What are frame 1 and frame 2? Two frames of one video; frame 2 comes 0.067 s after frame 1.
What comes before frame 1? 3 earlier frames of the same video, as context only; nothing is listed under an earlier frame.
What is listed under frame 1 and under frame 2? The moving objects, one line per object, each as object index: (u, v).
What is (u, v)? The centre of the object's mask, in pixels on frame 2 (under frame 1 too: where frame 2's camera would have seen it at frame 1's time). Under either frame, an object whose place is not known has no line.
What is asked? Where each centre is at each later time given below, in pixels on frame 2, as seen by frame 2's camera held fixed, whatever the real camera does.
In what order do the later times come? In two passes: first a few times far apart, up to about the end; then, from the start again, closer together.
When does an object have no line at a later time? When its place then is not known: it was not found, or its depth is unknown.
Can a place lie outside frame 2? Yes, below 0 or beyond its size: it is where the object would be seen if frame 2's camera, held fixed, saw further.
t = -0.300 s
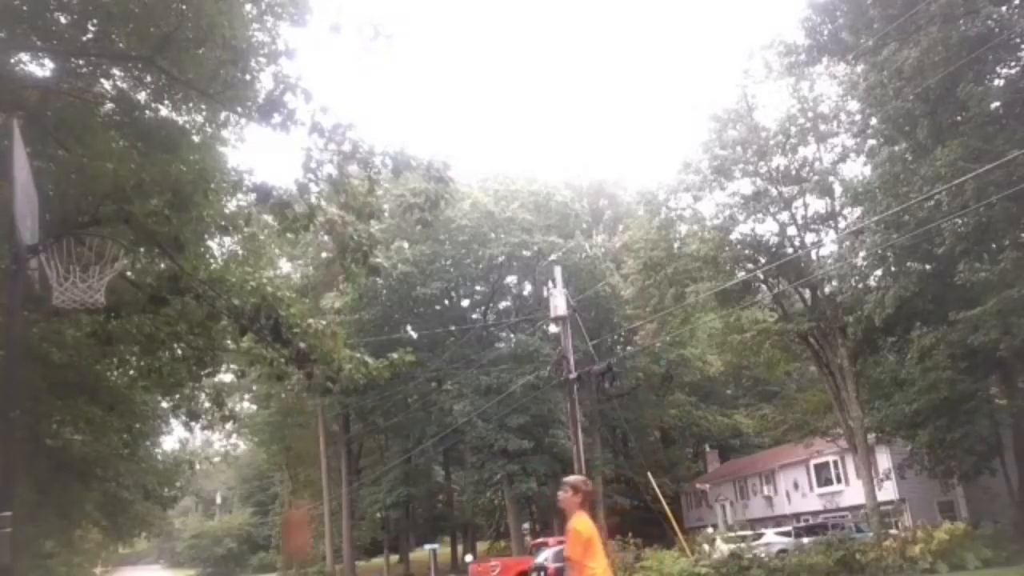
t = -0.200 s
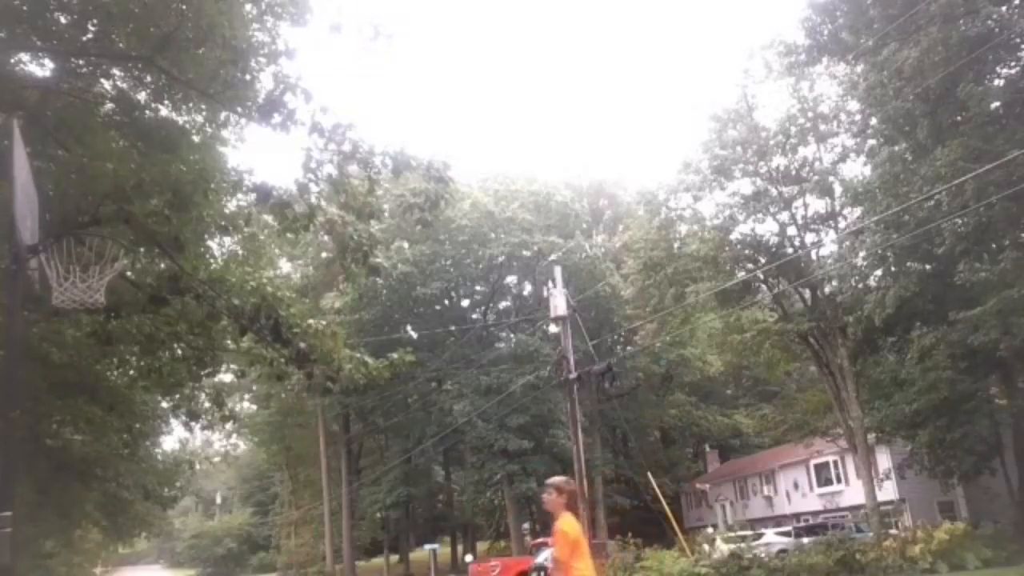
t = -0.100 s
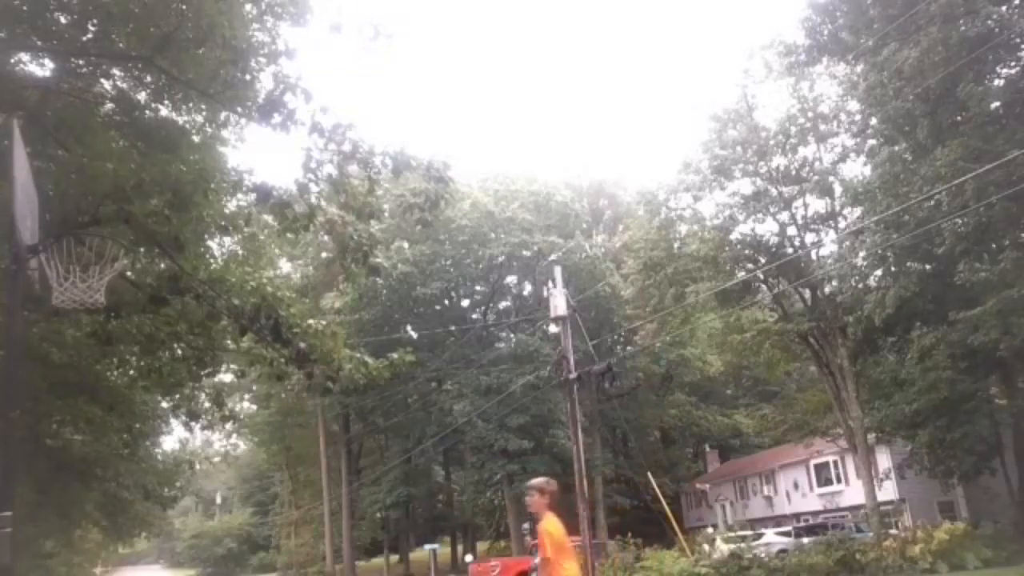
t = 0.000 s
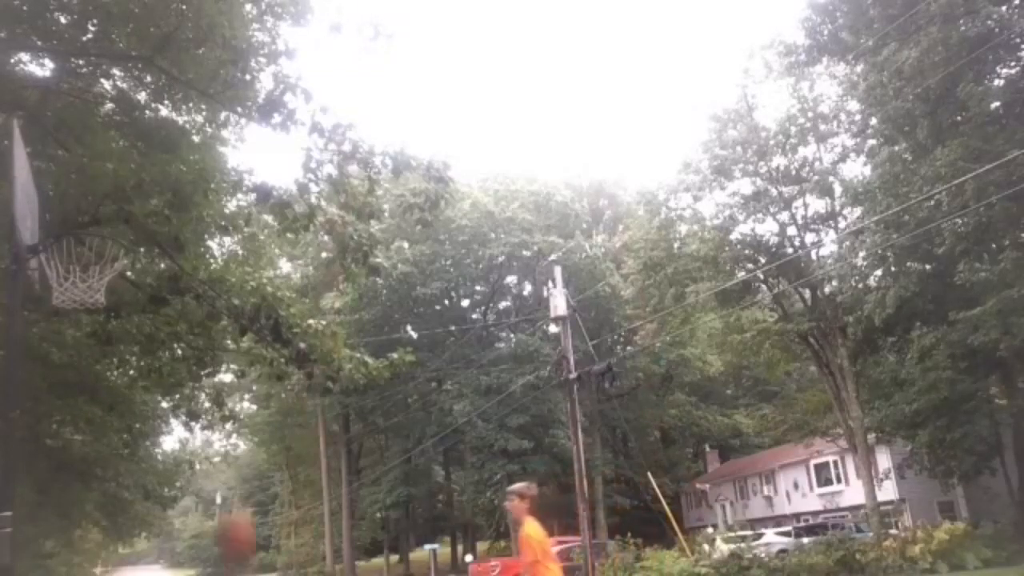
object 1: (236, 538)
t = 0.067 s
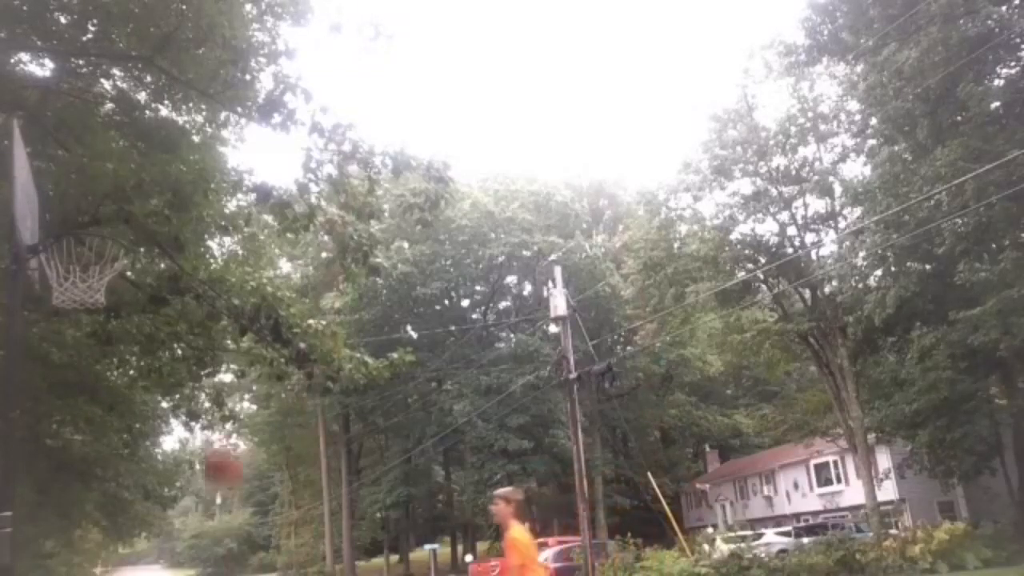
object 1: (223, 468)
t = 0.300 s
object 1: (177, 288)
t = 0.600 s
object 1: (114, 202)
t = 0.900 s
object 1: (59, 228)
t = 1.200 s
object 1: (108, 230)
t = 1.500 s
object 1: (70, 278)
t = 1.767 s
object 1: (56, 370)
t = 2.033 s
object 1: (35, 562)
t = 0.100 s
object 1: (215, 428)
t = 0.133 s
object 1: (209, 401)
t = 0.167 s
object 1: (200, 373)
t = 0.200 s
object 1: (197, 348)
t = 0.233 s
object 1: (193, 326)
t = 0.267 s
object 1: (184, 306)
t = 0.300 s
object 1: (177, 288)
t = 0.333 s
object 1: (172, 274)
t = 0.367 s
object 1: (167, 266)
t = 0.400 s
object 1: (157, 245)
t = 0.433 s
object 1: (149, 233)
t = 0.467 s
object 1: (143, 226)
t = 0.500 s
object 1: (135, 215)
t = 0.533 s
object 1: (129, 208)
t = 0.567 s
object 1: (122, 205)
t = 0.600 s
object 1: (114, 202)
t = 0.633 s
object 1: (107, 201)
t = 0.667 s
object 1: (99, 200)
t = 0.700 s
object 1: (89, 201)
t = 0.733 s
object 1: (82, 203)
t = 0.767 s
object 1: (74, 210)
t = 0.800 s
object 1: (67, 214)
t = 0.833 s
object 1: (58, 220)
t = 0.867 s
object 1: (56, 224)
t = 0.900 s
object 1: (59, 228)
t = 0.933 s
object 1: (63, 229)
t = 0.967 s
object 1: (72, 226)
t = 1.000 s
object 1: (81, 224)
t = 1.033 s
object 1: (88, 223)
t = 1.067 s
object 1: (96, 225)
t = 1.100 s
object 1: (103, 227)
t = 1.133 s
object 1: (110, 230)
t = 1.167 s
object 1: (111, 231)
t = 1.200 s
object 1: (108, 230)
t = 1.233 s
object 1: (105, 229)
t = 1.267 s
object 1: (100, 229)
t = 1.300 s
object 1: (96, 230)
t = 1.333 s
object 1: (92, 243)
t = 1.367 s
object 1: (91, 248)
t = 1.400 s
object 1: (81, 257)
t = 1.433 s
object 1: (77, 268)
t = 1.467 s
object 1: (74, 277)
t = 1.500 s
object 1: (70, 278)
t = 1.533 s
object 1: (67, 287)
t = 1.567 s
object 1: (64, 293)
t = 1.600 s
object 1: (65, 299)
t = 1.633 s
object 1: (63, 312)
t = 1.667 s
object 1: (62, 323)
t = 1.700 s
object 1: (60, 336)
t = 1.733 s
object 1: (58, 353)
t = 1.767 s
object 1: (56, 370)
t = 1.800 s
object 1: (53, 388)
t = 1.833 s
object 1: (50, 410)
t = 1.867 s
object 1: (49, 434)
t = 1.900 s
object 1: (46, 459)
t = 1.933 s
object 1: (43, 485)
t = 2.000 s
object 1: (38, 542)
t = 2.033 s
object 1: (35, 562)
